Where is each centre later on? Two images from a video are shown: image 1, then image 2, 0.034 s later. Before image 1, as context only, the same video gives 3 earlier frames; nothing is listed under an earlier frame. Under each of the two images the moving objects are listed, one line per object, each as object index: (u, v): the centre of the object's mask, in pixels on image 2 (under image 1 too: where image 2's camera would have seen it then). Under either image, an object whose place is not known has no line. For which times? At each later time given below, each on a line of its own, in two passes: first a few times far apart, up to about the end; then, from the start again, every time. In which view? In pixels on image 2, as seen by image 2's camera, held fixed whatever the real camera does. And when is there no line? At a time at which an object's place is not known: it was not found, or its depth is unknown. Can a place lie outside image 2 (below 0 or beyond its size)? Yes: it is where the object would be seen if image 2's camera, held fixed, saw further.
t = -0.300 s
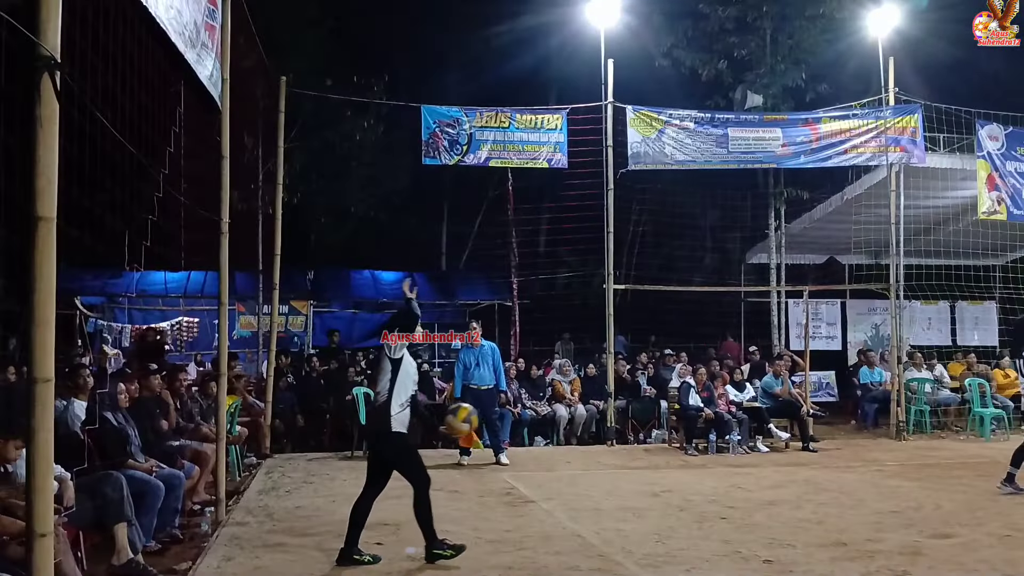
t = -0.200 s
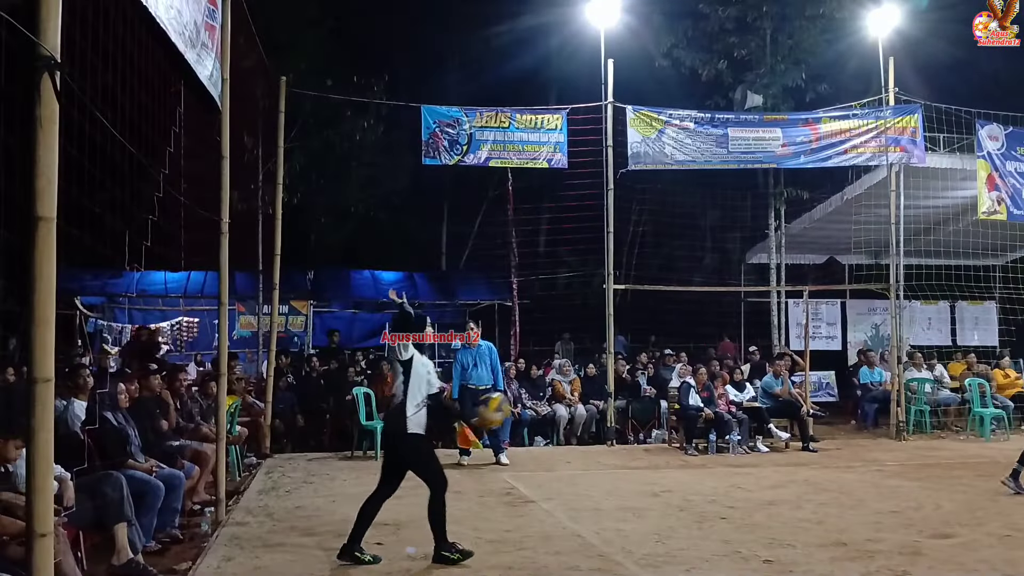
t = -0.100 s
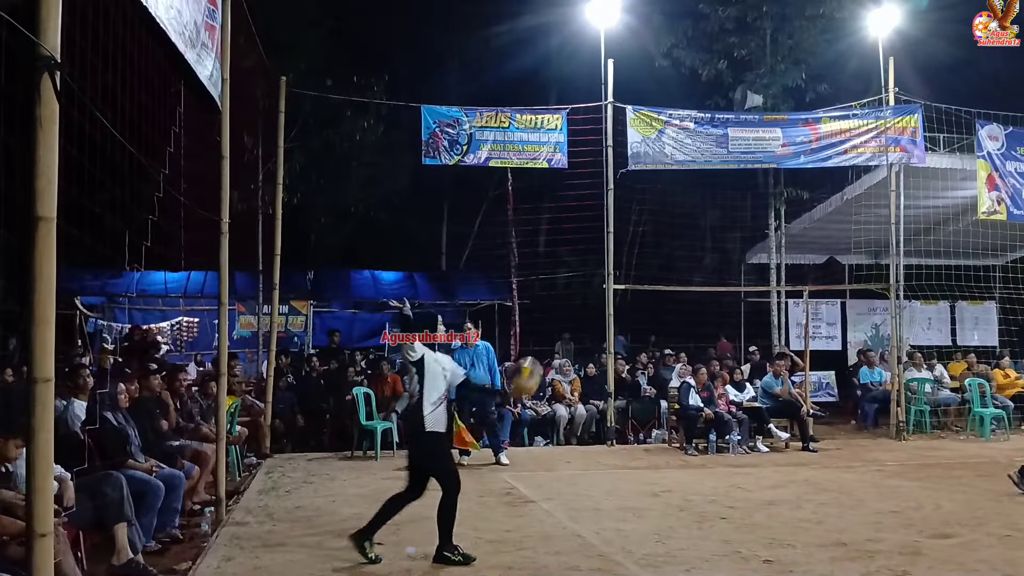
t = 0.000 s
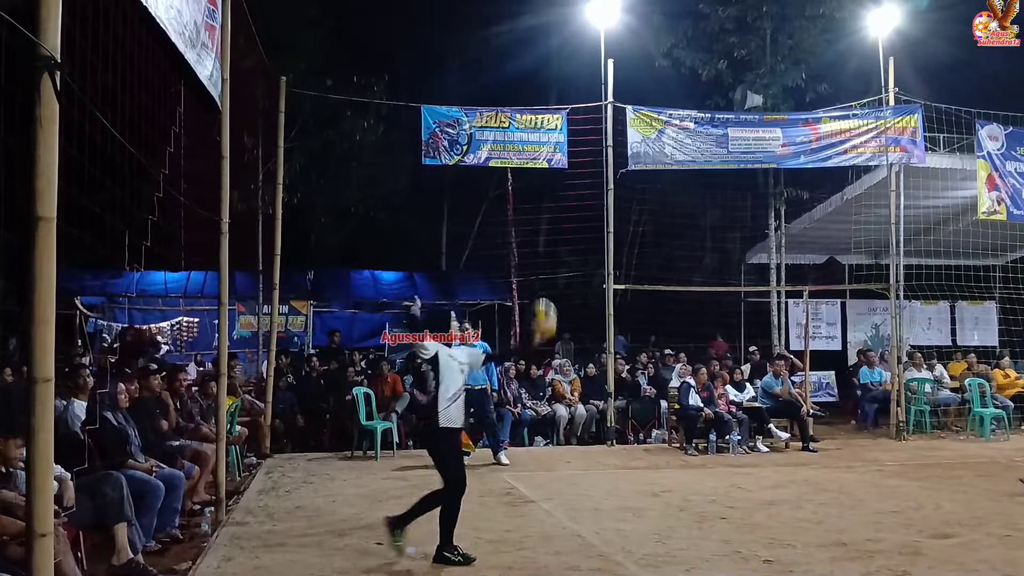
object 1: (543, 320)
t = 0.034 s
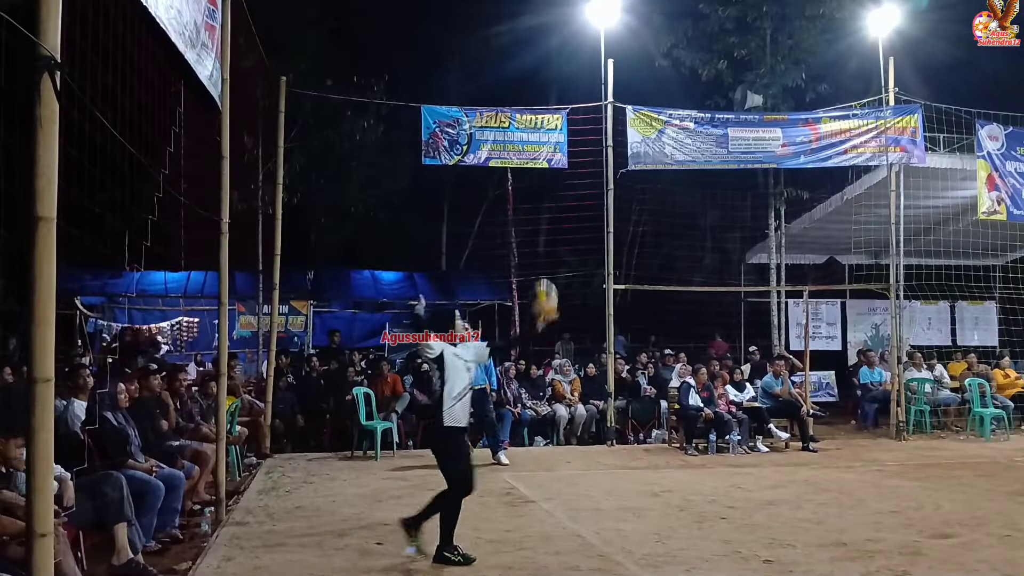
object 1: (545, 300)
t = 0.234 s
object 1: (549, 217)
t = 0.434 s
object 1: (554, 192)
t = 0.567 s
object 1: (559, 206)
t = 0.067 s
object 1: (545, 281)
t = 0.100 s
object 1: (546, 265)
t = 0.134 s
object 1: (545, 251)
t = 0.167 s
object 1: (547, 238)
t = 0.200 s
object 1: (548, 227)
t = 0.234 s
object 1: (549, 217)
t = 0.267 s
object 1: (549, 209)
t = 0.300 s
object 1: (550, 202)
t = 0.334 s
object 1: (551, 197)
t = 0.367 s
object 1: (551, 194)
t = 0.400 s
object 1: (552, 193)
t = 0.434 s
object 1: (554, 192)
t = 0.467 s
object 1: (555, 193)
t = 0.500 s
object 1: (555, 196)
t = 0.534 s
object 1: (557, 200)
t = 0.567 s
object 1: (559, 206)
